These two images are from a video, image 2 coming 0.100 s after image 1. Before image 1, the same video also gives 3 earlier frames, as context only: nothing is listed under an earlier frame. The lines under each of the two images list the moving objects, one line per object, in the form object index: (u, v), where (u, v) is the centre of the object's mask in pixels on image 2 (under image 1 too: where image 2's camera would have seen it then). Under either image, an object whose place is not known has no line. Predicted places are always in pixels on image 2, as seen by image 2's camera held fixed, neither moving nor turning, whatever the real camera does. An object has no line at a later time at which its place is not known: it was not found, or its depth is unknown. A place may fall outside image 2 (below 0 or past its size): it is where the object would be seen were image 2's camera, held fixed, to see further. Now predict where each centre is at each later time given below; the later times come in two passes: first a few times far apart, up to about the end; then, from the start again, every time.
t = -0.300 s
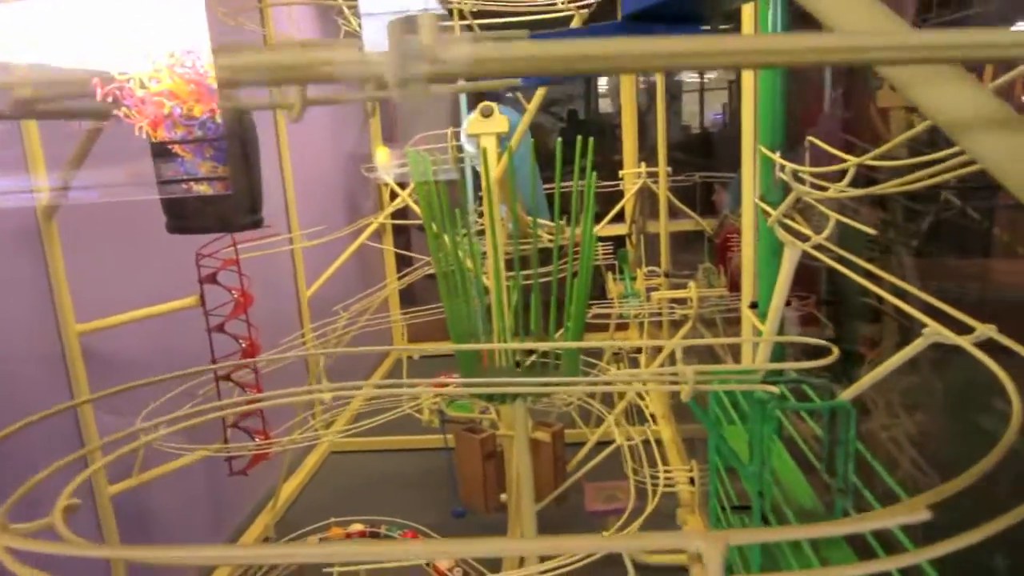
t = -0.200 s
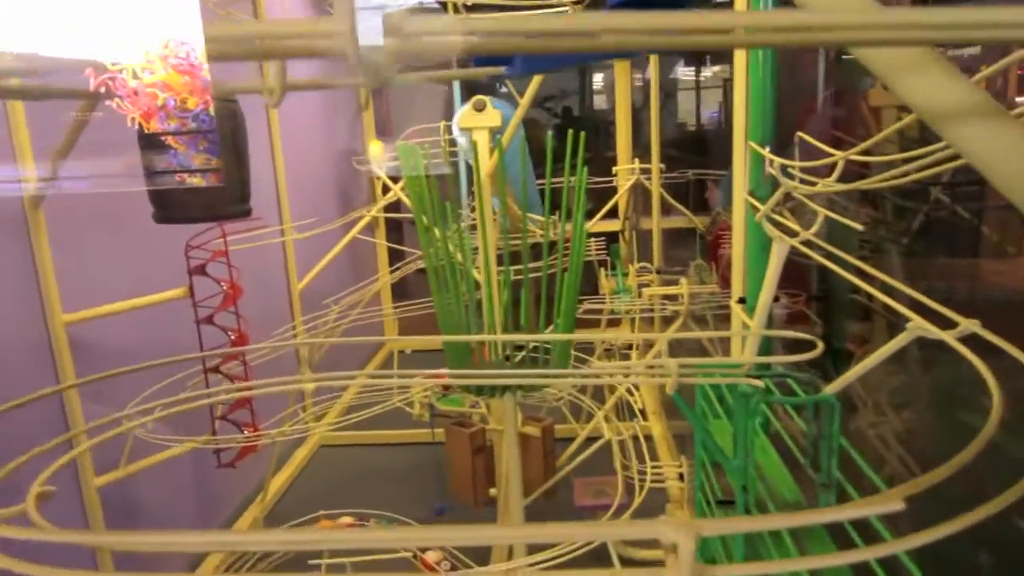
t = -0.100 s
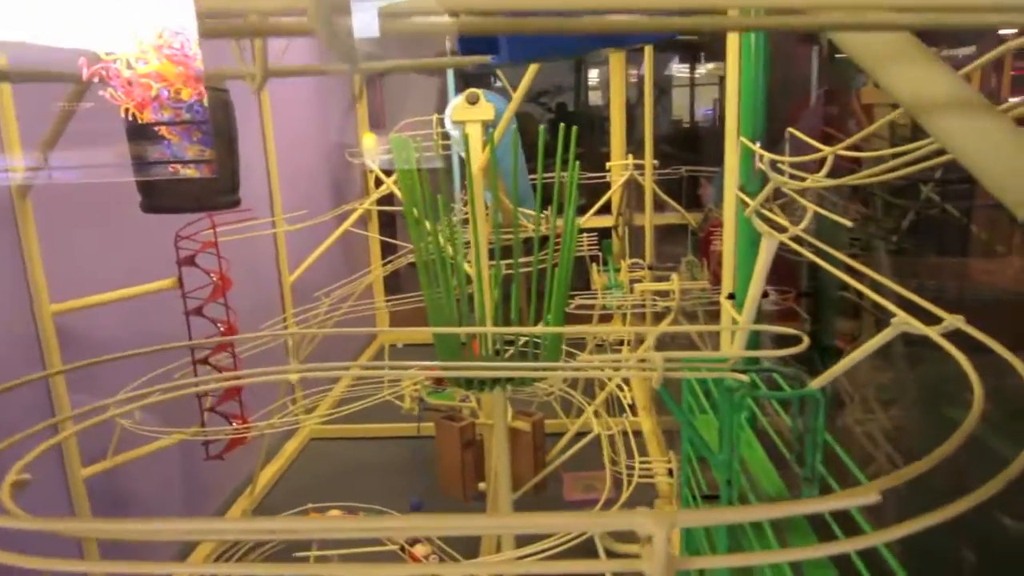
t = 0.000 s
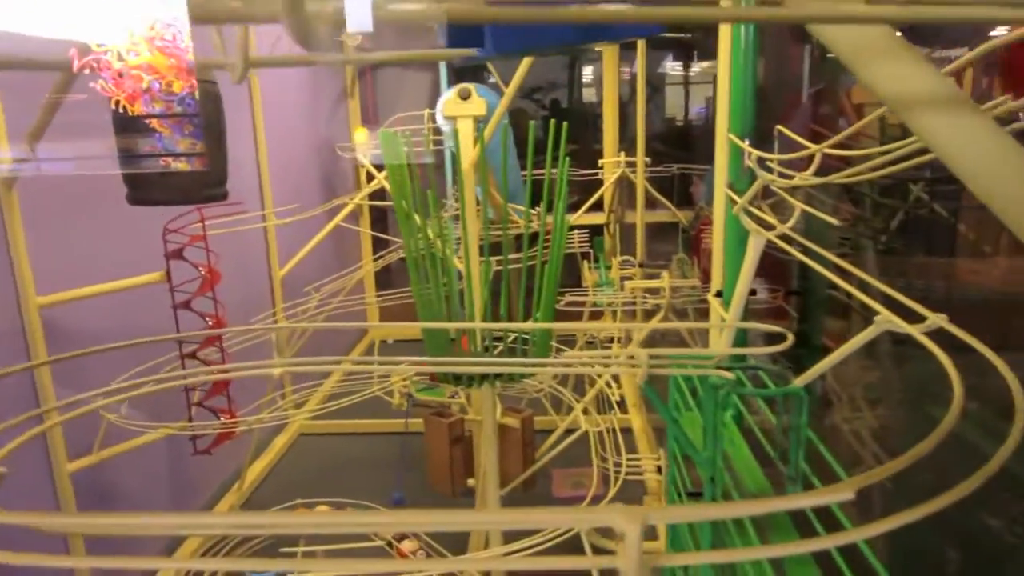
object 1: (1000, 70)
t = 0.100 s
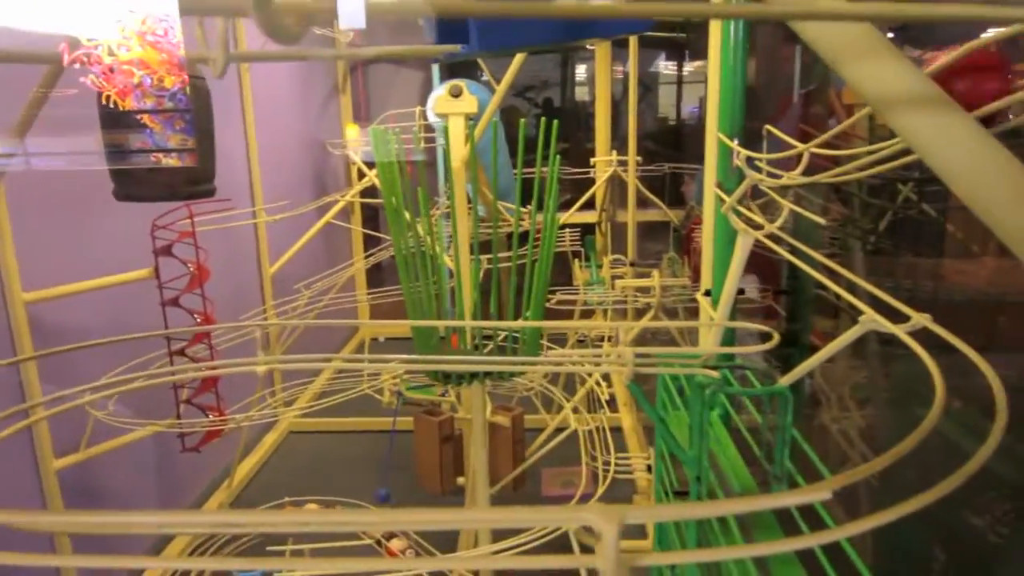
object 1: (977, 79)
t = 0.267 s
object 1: (856, 138)
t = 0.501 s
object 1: (760, 148)
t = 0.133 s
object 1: (963, 81)
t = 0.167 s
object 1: (947, 83)
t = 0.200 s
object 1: (871, 133)
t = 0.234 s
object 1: (860, 131)
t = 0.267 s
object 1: (856, 138)
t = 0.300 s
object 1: (837, 140)
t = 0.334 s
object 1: (821, 146)
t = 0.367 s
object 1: (807, 150)
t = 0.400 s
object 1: (793, 152)
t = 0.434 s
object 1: (781, 153)
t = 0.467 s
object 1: (770, 149)
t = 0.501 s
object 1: (760, 148)
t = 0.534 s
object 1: (755, 144)
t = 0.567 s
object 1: (748, 140)
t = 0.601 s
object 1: (744, 132)
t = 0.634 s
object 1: (740, 130)
